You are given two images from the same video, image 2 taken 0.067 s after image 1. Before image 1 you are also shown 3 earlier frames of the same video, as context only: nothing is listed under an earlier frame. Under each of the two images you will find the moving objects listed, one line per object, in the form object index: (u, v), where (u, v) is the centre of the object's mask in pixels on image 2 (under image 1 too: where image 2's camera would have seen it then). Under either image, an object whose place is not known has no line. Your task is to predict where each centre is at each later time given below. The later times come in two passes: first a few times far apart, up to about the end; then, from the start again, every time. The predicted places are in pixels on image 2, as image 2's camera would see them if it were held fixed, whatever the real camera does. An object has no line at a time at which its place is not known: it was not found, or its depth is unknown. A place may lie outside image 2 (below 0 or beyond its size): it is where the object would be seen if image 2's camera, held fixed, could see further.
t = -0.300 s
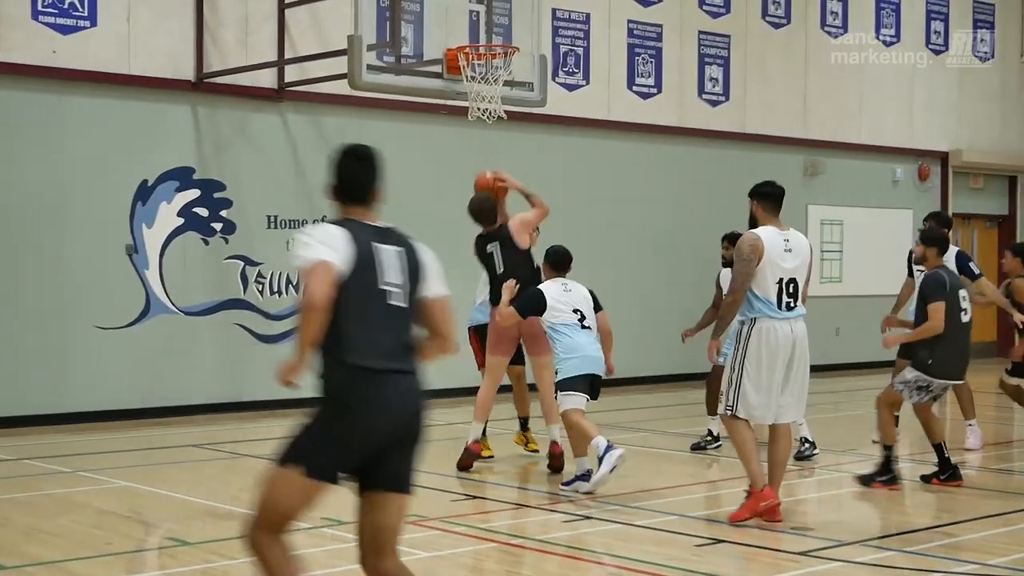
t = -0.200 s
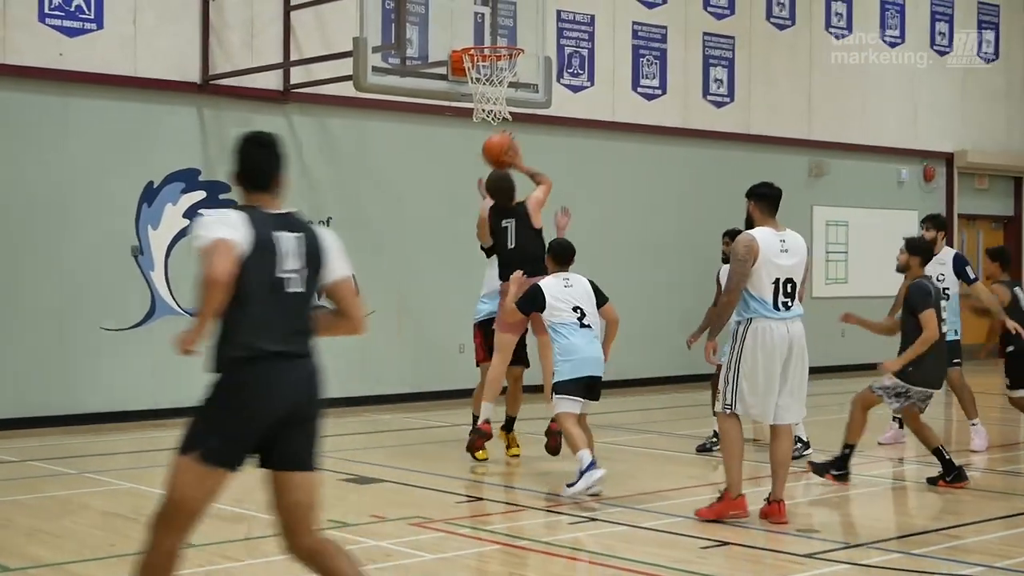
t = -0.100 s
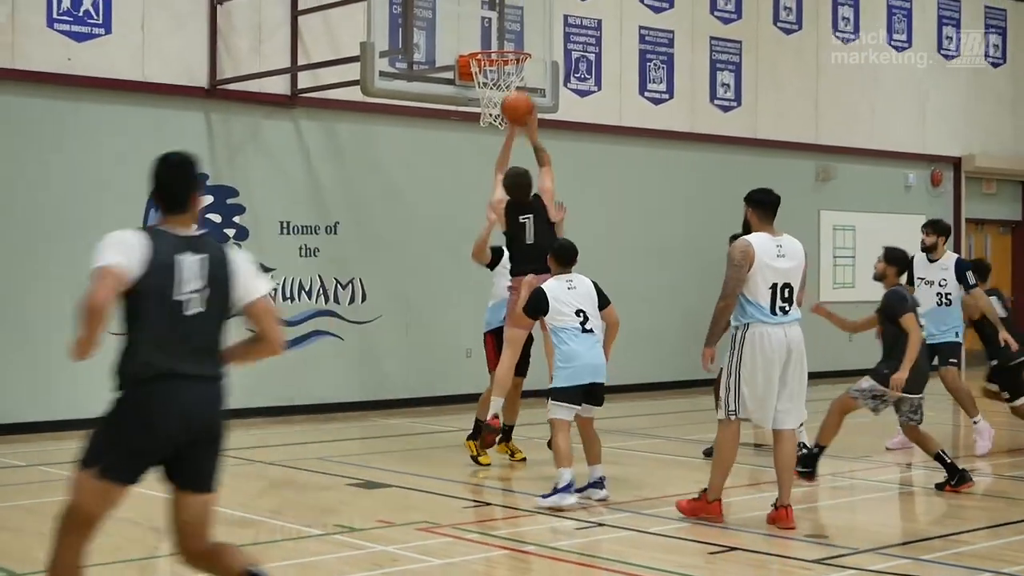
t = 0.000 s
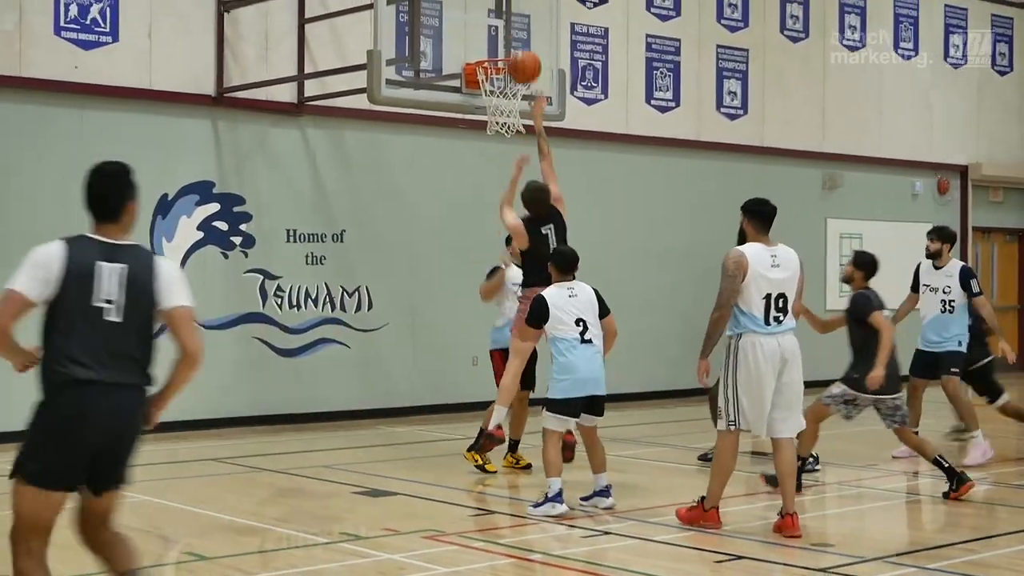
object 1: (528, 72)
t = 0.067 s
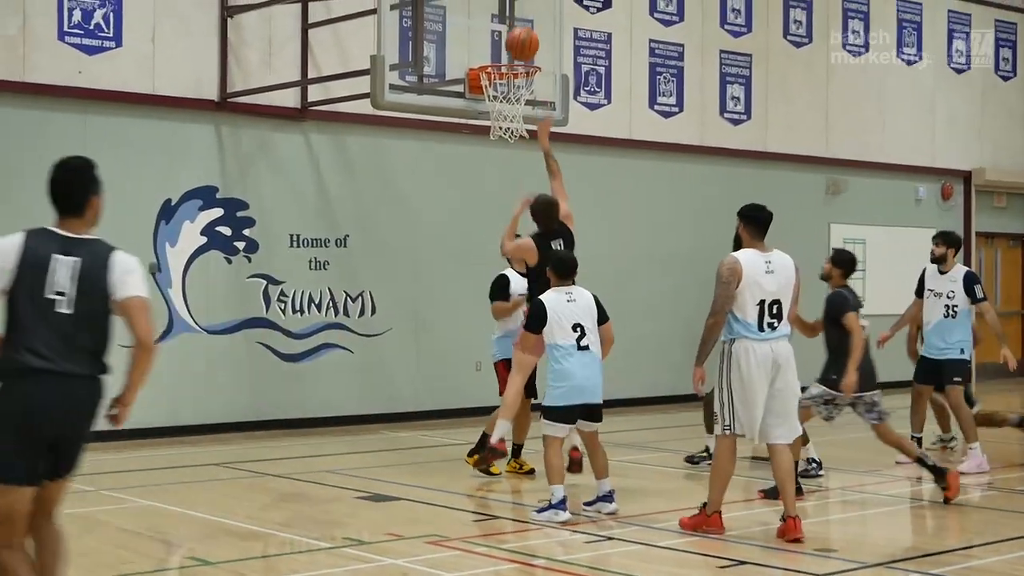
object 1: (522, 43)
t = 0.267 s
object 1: (505, 1)
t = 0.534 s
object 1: (484, 26)
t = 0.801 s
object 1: (481, 34)
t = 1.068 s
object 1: (505, 53)
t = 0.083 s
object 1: (520, 38)
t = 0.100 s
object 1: (519, 32)
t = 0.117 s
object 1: (517, 28)
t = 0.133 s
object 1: (516, 23)
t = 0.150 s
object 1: (515, 18)
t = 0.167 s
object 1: (513, 15)
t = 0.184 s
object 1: (512, 11)
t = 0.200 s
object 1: (510, 8)
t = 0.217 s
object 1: (509, 6)
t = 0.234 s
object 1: (508, 3)
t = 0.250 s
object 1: (506, 2)
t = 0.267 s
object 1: (505, 1)
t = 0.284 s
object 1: (504, 1)
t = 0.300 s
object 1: (502, 0)
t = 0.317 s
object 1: (501, 0)
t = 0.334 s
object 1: (500, 0)
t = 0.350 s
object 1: (499, -1)
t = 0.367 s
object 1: (498, 0)
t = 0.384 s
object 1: (495, 1)
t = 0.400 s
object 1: (495, 2)
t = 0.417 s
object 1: (493, 4)
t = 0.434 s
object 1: (491, 5)
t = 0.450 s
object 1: (490, 8)
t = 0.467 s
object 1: (489, 11)
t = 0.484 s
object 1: (488, 15)
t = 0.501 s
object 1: (486, 18)
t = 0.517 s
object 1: (485, 22)
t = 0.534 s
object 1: (484, 26)
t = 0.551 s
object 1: (483, 31)
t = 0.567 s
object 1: (481, 36)
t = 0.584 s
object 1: (479, 41)
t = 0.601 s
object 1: (478, 47)
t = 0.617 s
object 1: (477, 52)
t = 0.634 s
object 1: (476, 54)
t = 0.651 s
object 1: (474, 51)
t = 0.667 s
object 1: (472, 47)
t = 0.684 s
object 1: (472, 45)
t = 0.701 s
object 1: (474, 42)
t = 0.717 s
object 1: (475, 40)
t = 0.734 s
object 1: (476, 38)
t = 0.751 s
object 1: (477, 37)
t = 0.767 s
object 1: (478, 35)
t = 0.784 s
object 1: (480, 35)
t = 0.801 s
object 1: (481, 34)
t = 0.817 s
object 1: (483, 34)
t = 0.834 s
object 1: (484, 34)
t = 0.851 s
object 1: (485, 35)
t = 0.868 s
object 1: (486, 36)
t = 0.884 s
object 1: (487, 37)
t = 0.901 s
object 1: (489, 38)
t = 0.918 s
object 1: (490, 41)
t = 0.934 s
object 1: (491, 43)
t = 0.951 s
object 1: (493, 46)
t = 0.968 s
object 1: (494, 49)
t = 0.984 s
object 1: (495, 51)
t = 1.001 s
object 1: (497, 52)
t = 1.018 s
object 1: (498, 52)
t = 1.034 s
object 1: (501, 52)
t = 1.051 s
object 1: (503, 52)
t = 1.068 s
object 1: (505, 53)
